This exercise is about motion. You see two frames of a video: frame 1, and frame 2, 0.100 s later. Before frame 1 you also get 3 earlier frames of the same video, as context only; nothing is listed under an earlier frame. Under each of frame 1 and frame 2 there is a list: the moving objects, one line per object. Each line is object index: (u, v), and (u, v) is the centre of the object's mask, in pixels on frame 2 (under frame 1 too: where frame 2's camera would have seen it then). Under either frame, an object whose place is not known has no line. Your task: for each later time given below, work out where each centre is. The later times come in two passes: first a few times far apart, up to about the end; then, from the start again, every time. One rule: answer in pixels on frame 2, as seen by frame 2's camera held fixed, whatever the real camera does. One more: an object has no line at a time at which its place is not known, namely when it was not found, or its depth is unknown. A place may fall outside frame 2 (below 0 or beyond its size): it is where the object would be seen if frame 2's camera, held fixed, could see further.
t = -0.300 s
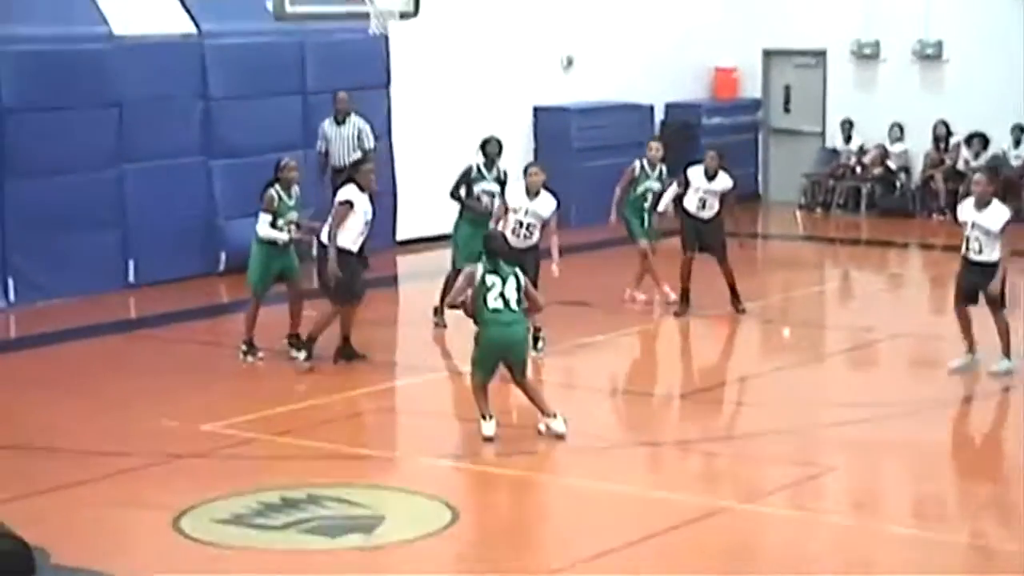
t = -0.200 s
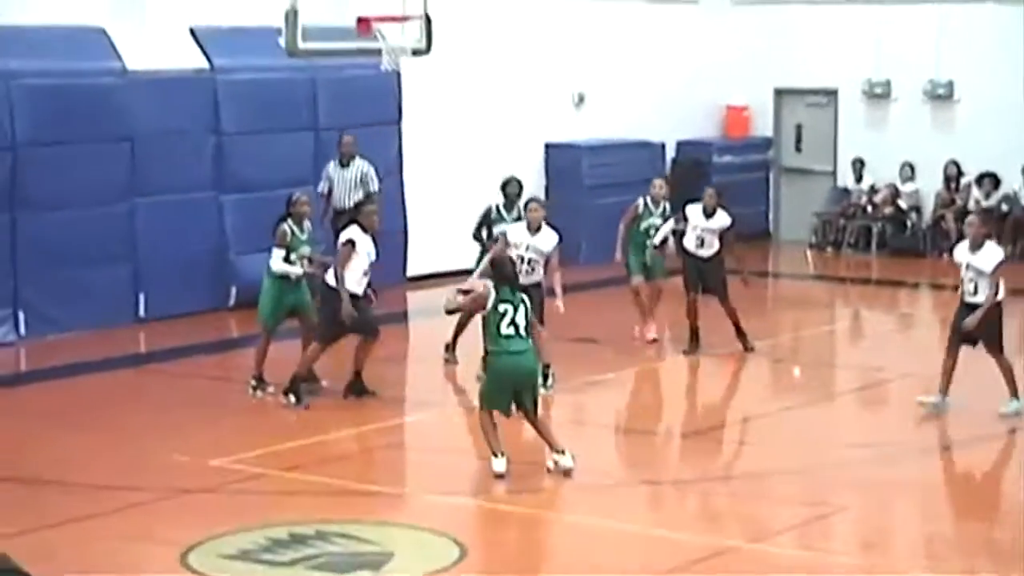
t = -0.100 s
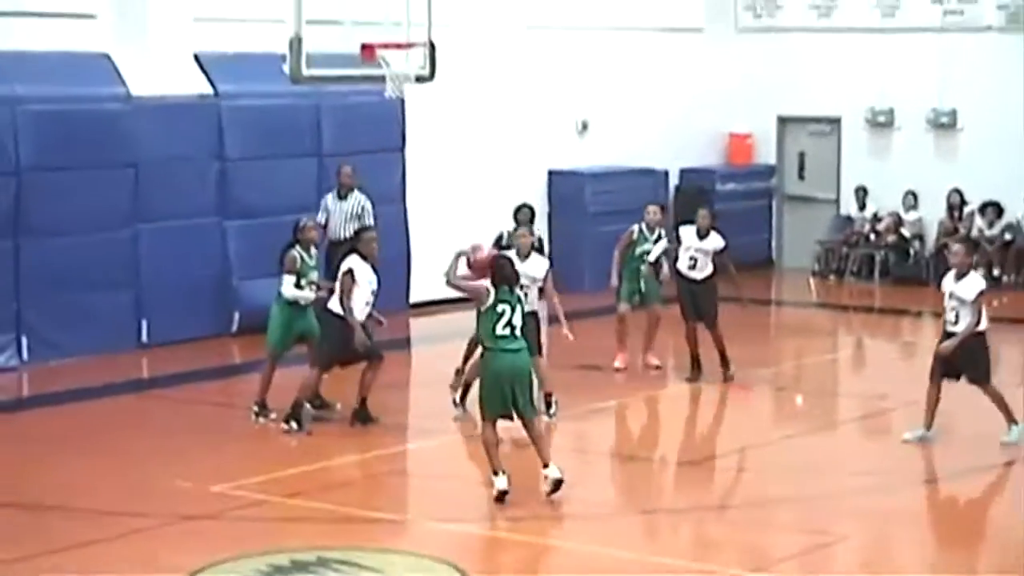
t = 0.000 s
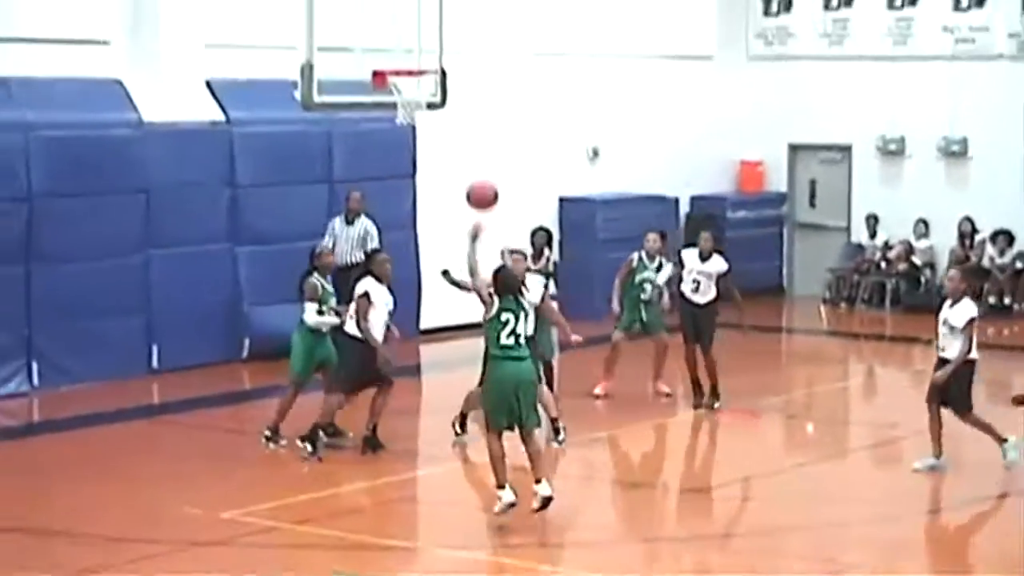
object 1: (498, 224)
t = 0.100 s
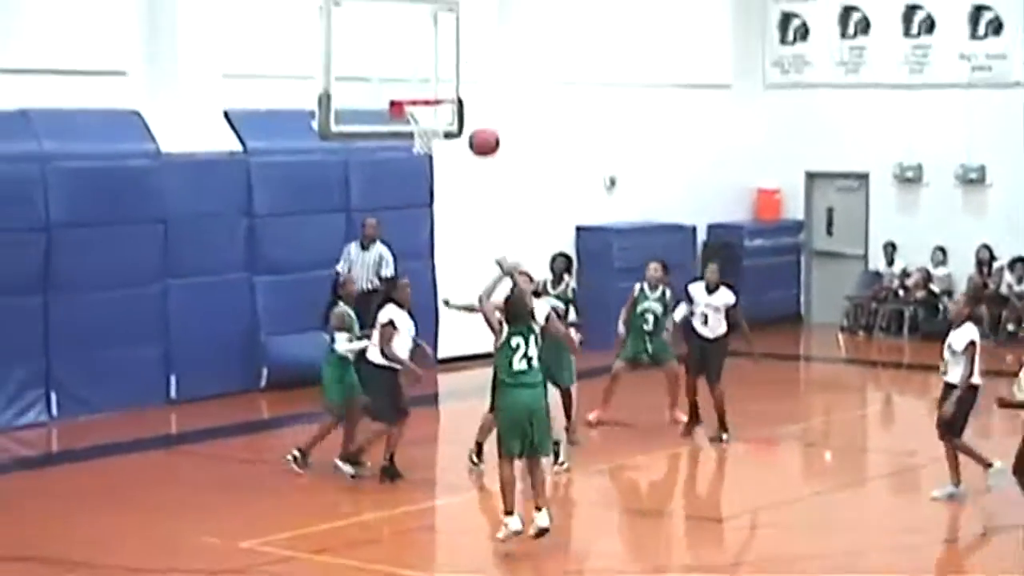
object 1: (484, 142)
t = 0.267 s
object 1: (461, 45)
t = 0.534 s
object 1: (429, -22)
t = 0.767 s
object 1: (404, -5)
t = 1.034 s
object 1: (393, 78)
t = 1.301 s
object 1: (478, 50)
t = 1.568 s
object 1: (561, 82)
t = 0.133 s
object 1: (479, 118)
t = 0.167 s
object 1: (474, 97)
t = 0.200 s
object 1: (470, 78)
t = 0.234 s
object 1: (465, 60)
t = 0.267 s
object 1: (461, 45)
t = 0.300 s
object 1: (457, 31)
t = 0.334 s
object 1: (453, 18)
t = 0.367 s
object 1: (449, 7)
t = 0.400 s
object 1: (445, -2)
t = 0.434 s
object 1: (440, -9)
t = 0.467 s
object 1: (436, -15)
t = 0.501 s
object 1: (432, -19)
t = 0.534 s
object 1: (429, -22)
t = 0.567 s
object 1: (425, -24)
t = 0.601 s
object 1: (421, -24)
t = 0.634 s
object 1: (418, -23)
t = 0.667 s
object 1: (414, -20)
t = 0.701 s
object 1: (410, -16)
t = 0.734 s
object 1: (407, -12)
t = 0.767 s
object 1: (404, -5)
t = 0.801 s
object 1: (401, 1)
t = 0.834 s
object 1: (398, 10)
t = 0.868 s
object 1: (394, 20)
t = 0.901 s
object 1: (391, 31)
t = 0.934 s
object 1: (388, 42)
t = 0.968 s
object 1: (385, 55)
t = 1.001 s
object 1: (382, 68)
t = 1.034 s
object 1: (393, 78)
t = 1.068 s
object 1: (405, 88)
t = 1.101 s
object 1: (415, 79)
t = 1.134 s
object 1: (426, 71)
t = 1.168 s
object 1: (436, 65)
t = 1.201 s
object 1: (447, 59)
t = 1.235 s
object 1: (457, 55)
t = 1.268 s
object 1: (467, 51)
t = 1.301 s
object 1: (478, 50)
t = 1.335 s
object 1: (489, 50)
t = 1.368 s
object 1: (499, 51)
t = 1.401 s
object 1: (509, 53)
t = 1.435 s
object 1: (519, 56)
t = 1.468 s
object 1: (530, 60)
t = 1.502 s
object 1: (540, 66)
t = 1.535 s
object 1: (551, 74)
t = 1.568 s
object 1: (561, 82)
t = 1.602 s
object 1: (571, 91)
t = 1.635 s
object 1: (581, 102)
